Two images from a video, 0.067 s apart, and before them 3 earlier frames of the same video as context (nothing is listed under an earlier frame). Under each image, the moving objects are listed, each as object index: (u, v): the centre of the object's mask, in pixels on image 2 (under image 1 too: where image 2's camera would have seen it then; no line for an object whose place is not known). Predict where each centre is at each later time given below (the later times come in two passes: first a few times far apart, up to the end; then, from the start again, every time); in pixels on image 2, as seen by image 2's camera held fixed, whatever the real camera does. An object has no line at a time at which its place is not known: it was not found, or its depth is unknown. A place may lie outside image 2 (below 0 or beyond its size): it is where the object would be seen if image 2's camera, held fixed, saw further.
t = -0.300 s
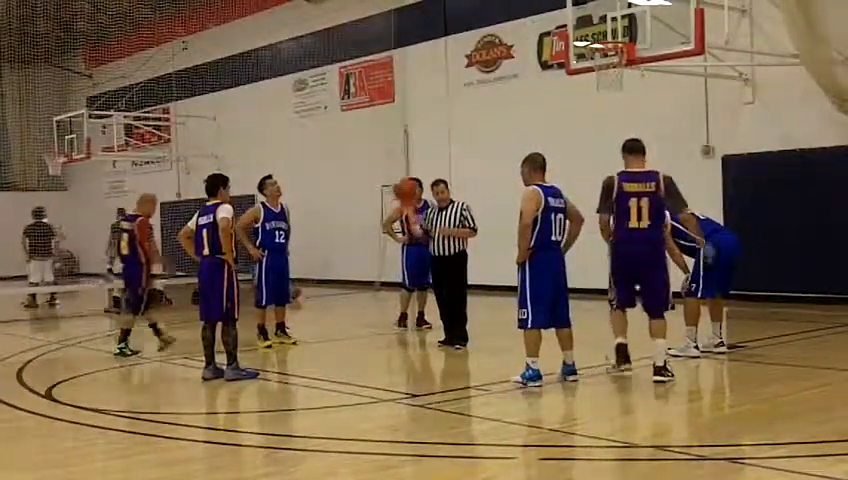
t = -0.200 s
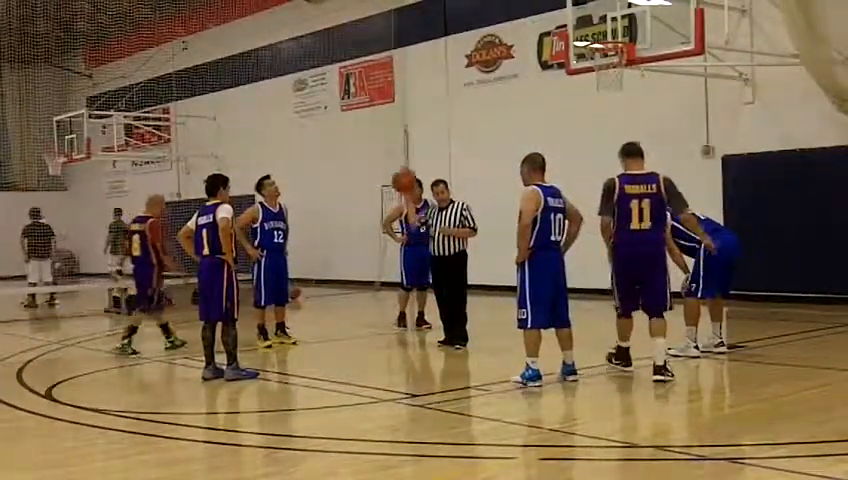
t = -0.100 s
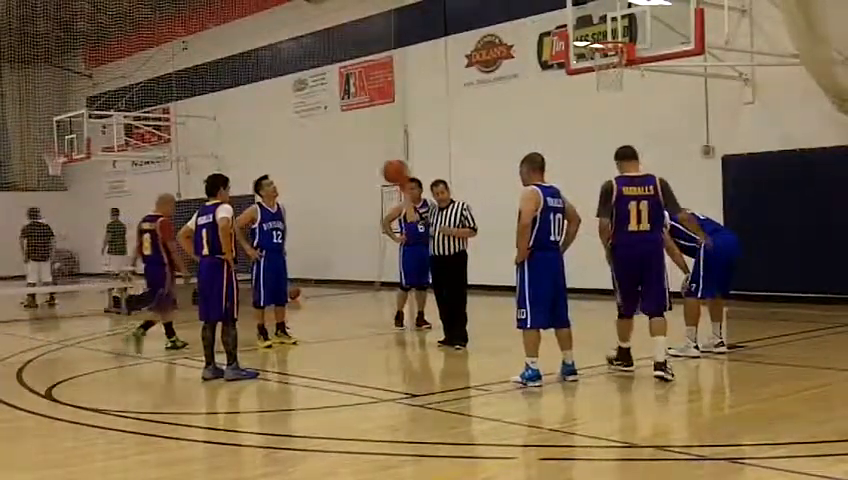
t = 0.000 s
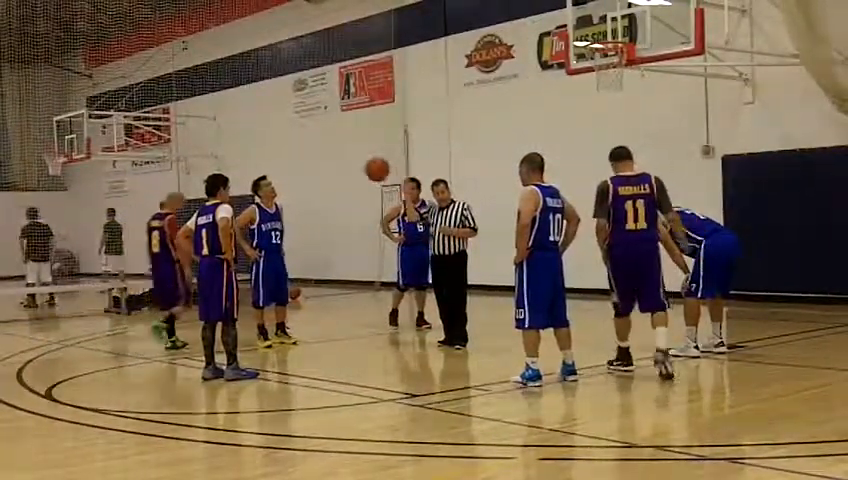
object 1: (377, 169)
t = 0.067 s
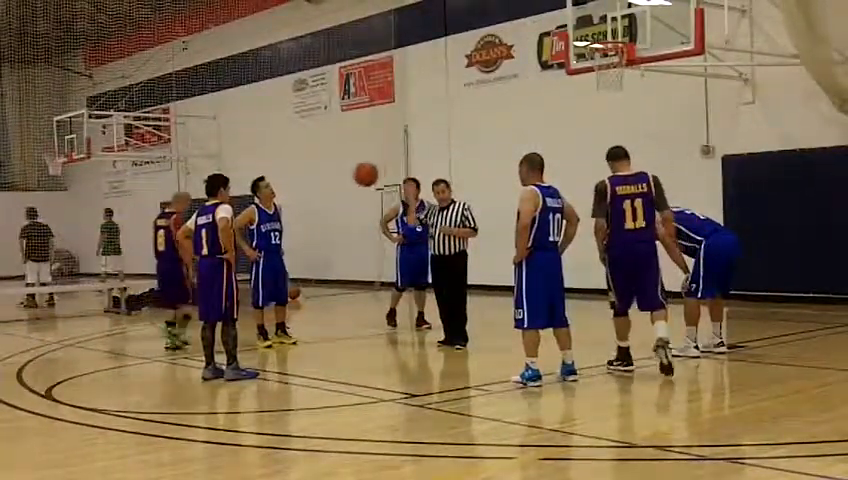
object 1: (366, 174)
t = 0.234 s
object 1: (336, 208)
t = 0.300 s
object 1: (326, 230)
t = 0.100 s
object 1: (360, 178)
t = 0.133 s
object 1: (354, 184)
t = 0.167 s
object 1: (348, 190)
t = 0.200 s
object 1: (343, 198)
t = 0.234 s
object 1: (336, 208)
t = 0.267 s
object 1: (332, 217)
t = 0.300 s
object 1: (326, 230)
